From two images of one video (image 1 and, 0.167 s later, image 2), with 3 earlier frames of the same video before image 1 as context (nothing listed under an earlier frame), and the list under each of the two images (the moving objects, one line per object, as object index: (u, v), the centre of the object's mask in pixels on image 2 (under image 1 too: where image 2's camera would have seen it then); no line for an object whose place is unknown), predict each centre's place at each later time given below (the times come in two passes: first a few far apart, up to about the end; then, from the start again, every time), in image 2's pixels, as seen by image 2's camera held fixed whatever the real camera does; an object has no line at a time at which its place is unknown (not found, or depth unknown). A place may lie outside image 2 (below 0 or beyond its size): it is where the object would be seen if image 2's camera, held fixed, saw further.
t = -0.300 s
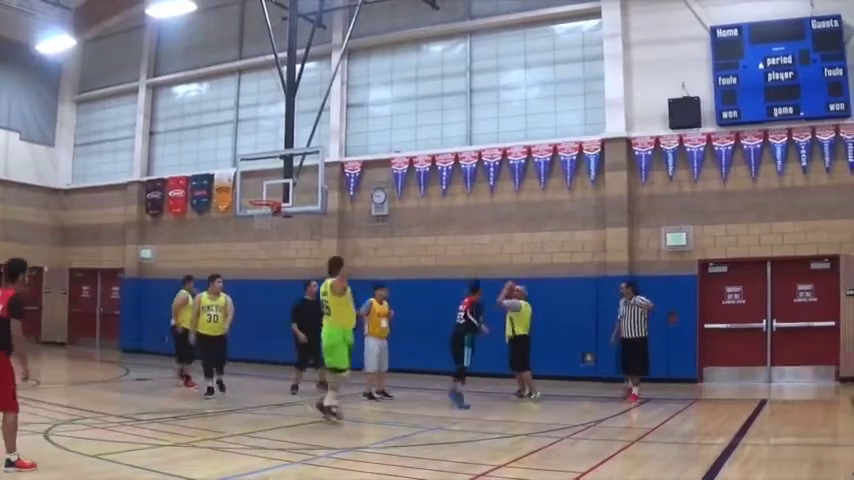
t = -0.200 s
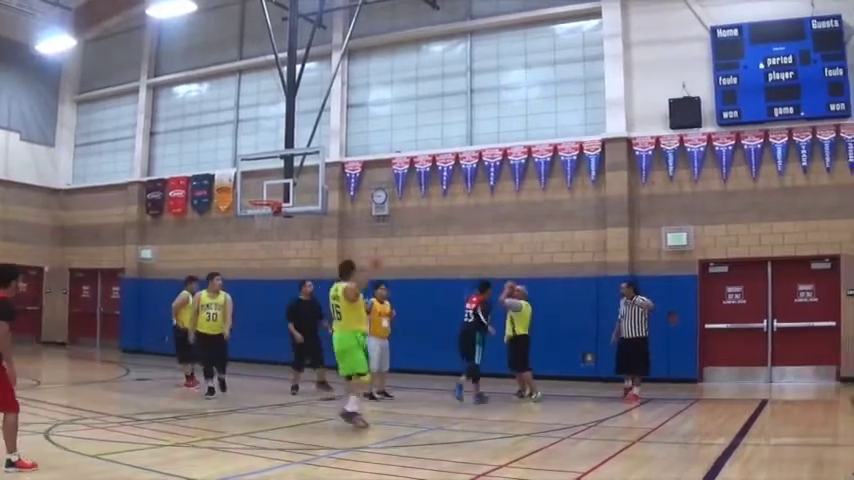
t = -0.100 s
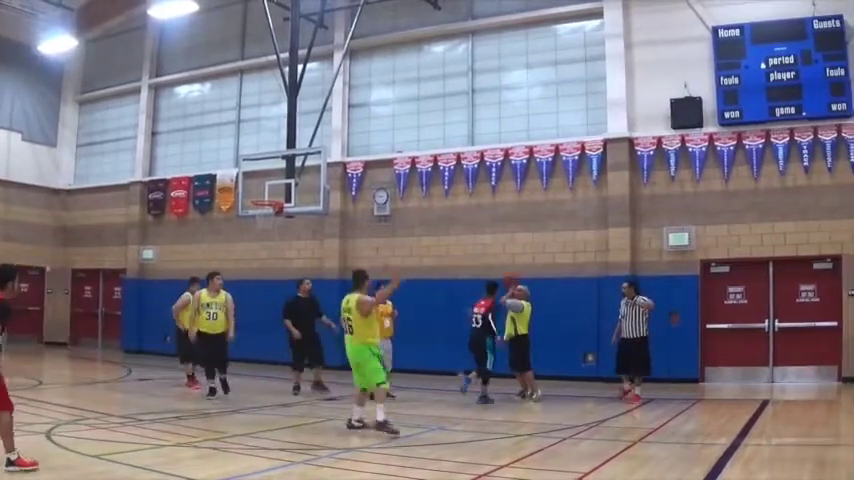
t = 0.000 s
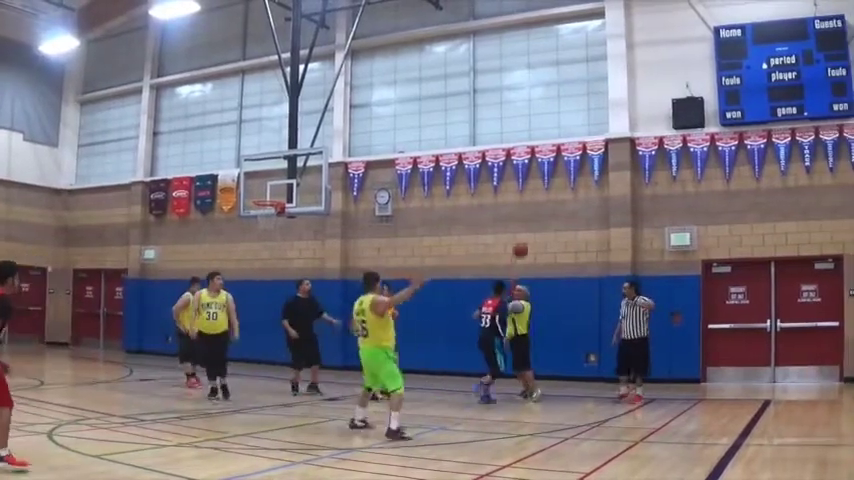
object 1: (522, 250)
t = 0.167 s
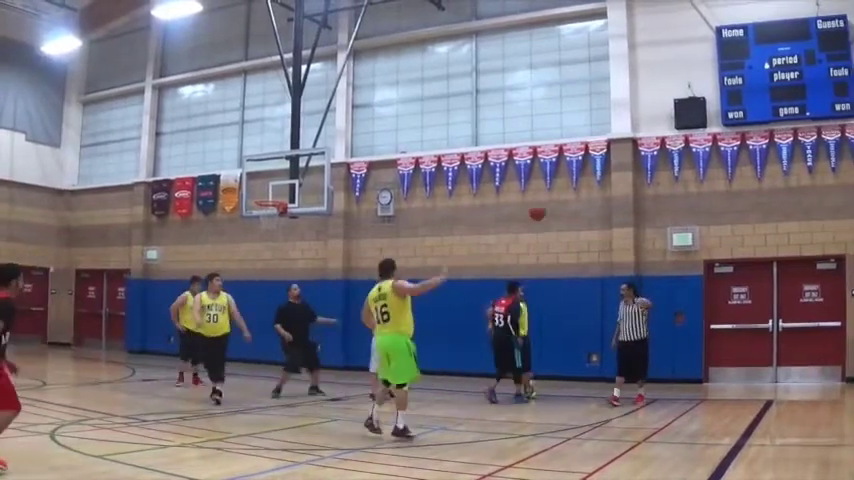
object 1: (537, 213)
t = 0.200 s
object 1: (541, 207)
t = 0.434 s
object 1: (566, 181)
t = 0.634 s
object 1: (596, 194)
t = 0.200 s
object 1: (541, 207)
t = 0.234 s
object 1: (544, 202)
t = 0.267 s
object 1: (548, 196)
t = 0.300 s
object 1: (551, 192)
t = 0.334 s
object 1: (555, 187)
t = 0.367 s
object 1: (558, 184)
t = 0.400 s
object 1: (561, 183)
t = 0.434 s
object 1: (566, 181)
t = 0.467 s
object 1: (570, 181)
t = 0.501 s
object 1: (574, 182)
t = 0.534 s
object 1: (581, 182)
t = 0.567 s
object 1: (585, 184)
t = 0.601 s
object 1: (589, 188)
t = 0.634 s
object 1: (596, 194)
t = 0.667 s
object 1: (602, 199)
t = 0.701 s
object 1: (609, 206)
